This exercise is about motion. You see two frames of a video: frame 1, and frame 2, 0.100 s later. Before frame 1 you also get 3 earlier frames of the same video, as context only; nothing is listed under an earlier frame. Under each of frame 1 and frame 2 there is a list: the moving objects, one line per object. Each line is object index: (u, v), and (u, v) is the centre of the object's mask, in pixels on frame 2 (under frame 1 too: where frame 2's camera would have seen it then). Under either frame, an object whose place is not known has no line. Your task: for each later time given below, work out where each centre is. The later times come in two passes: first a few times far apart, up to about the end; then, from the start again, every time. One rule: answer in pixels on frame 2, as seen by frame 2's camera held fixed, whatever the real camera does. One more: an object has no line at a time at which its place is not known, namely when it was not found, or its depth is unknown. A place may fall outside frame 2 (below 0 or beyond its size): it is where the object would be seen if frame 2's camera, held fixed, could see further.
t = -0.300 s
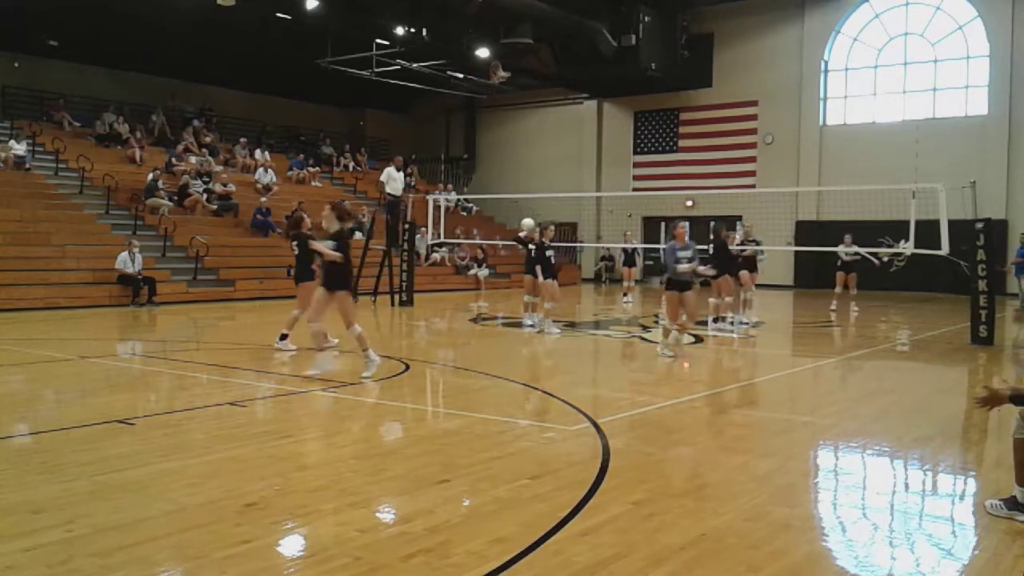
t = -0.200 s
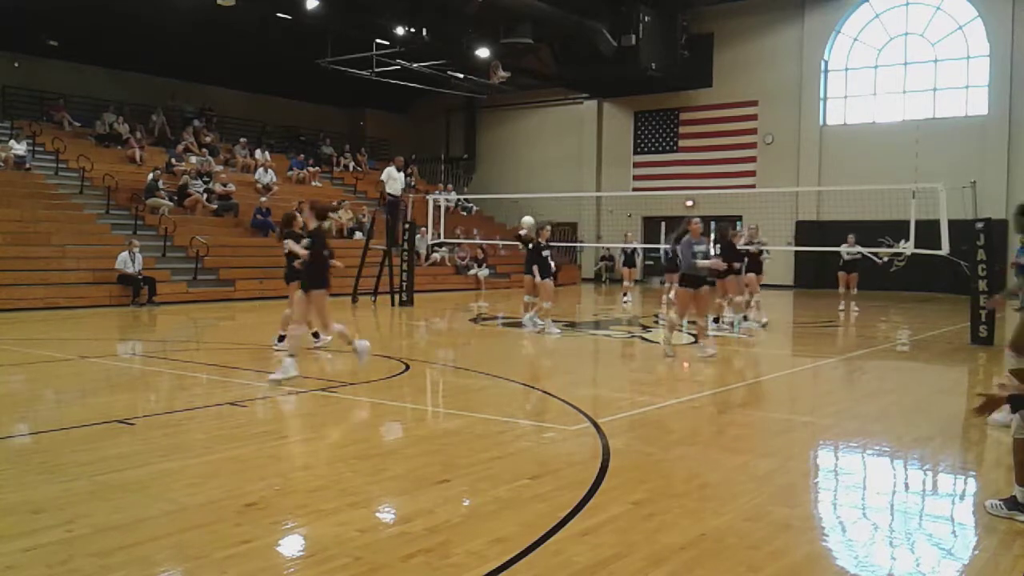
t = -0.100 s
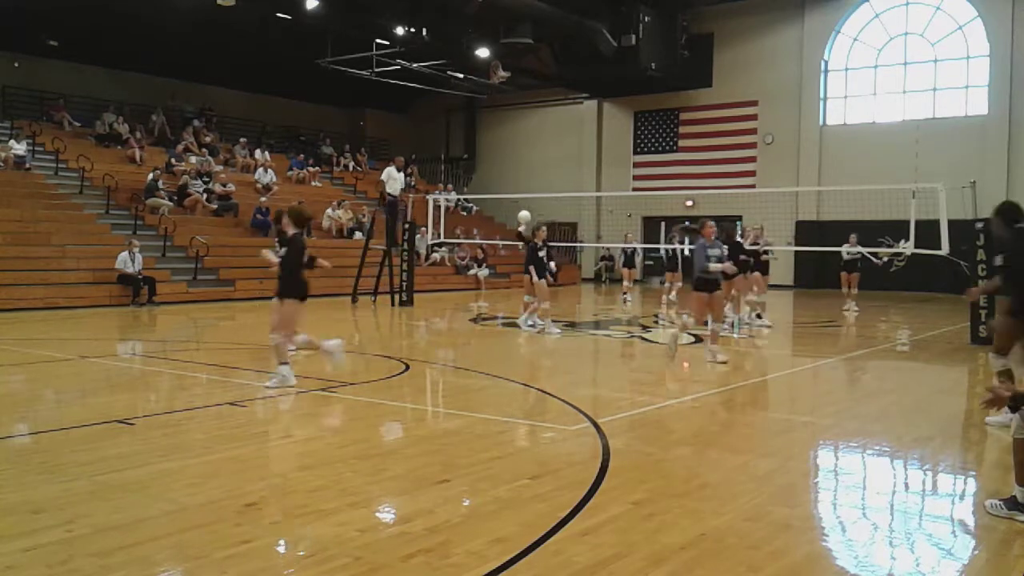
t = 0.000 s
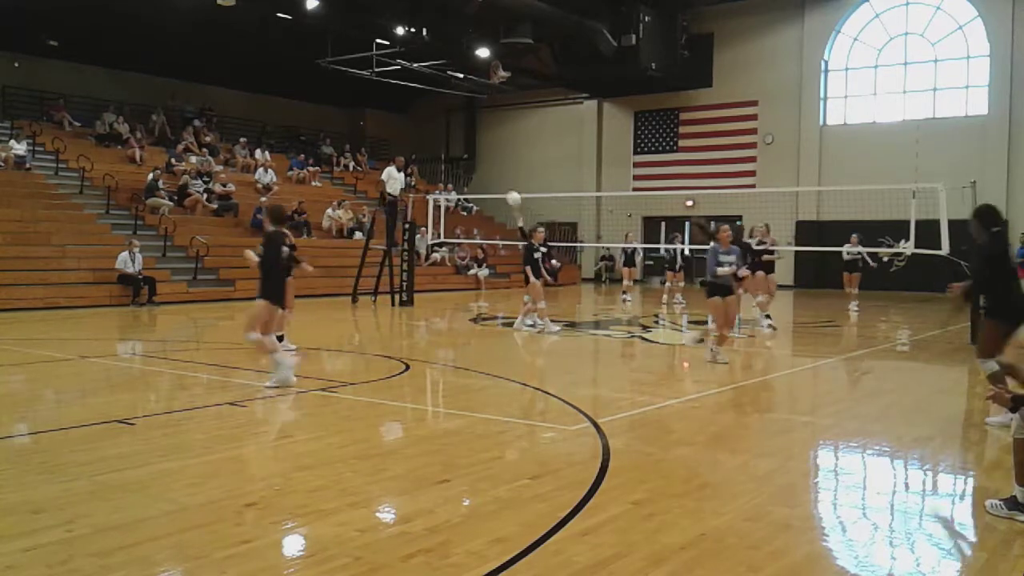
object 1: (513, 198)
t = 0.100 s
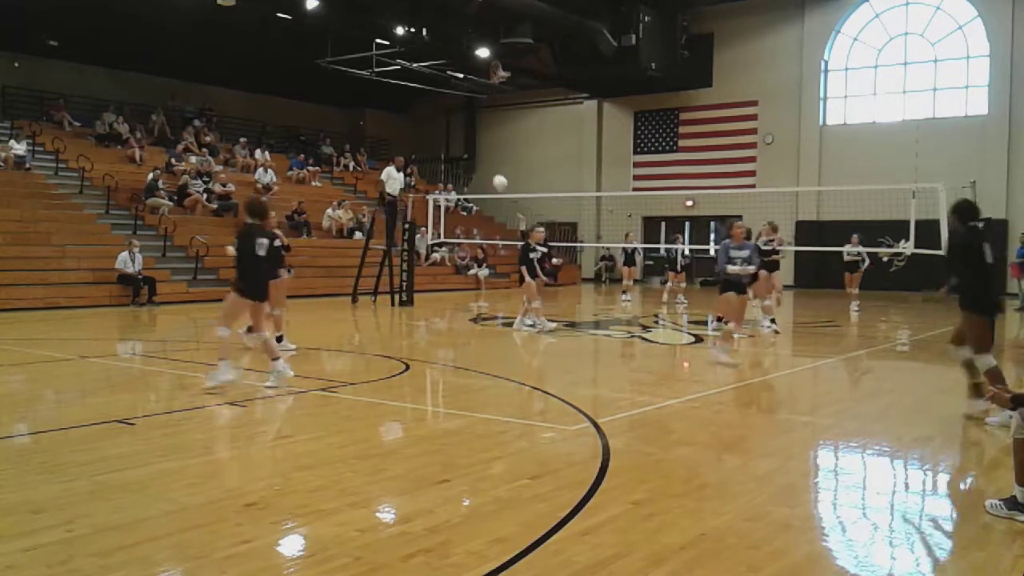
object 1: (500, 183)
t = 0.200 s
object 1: (484, 171)
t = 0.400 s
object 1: (454, 167)
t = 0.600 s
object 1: (419, 193)
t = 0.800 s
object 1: (380, 254)
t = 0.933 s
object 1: (352, 317)
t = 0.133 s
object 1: (494, 178)
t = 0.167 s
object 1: (490, 174)
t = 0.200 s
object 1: (484, 171)
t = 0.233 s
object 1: (480, 169)
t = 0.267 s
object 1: (475, 167)
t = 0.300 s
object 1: (470, 166)
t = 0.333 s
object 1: (465, 166)
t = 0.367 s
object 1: (459, 166)
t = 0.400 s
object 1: (454, 167)
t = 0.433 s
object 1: (449, 170)
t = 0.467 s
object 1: (443, 172)
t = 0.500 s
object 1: (437, 176)
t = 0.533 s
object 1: (431, 181)
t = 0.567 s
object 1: (425, 186)
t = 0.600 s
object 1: (419, 193)
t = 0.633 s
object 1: (413, 200)
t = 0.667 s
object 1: (407, 209)
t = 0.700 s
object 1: (400, 219)
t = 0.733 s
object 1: (393, 230)
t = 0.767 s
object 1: (387, 241)
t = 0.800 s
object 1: (380, 254)
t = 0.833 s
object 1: (373, 269)
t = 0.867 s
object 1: (365, 283)
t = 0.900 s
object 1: (360, 298)
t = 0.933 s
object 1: (352, 317)
